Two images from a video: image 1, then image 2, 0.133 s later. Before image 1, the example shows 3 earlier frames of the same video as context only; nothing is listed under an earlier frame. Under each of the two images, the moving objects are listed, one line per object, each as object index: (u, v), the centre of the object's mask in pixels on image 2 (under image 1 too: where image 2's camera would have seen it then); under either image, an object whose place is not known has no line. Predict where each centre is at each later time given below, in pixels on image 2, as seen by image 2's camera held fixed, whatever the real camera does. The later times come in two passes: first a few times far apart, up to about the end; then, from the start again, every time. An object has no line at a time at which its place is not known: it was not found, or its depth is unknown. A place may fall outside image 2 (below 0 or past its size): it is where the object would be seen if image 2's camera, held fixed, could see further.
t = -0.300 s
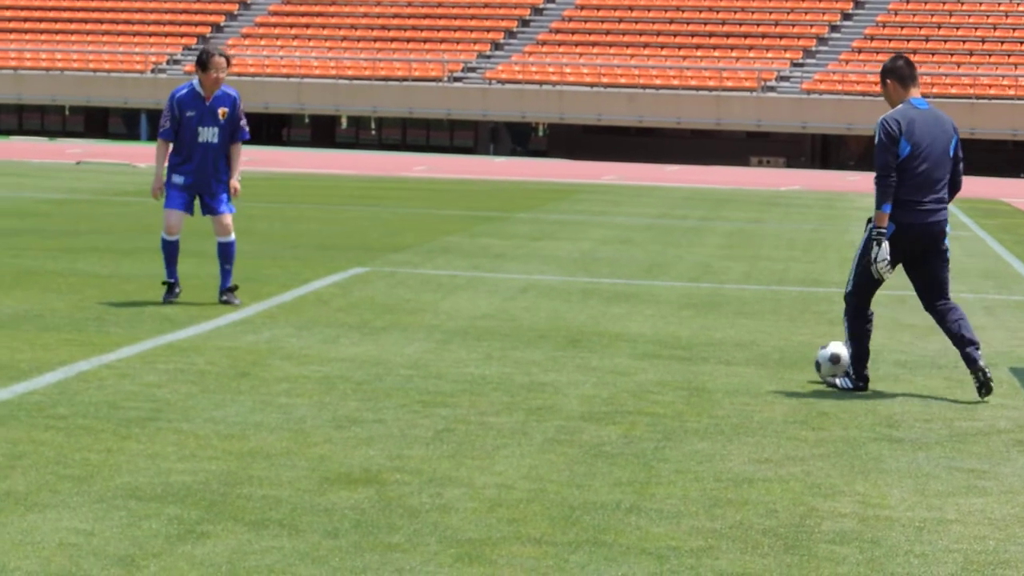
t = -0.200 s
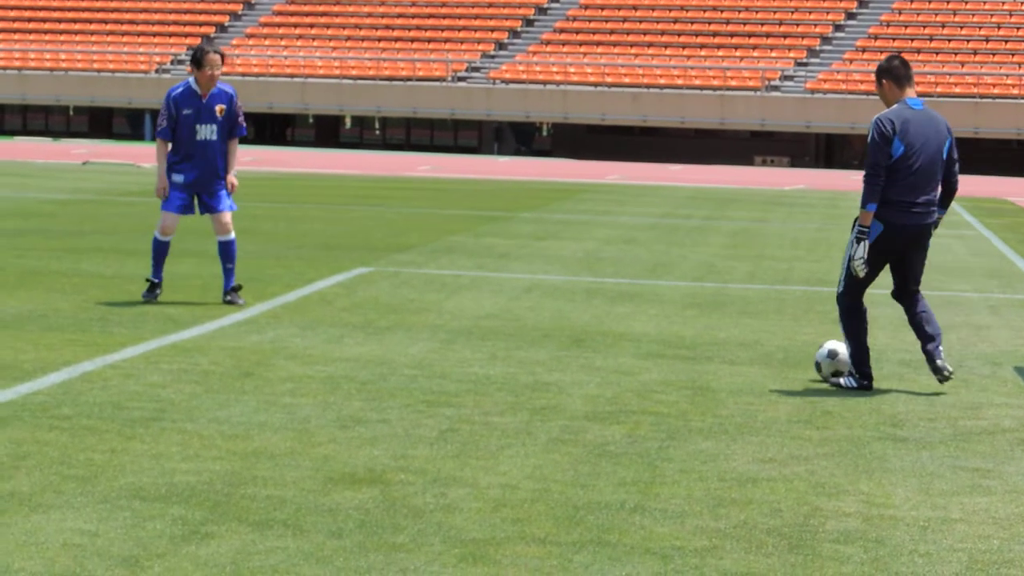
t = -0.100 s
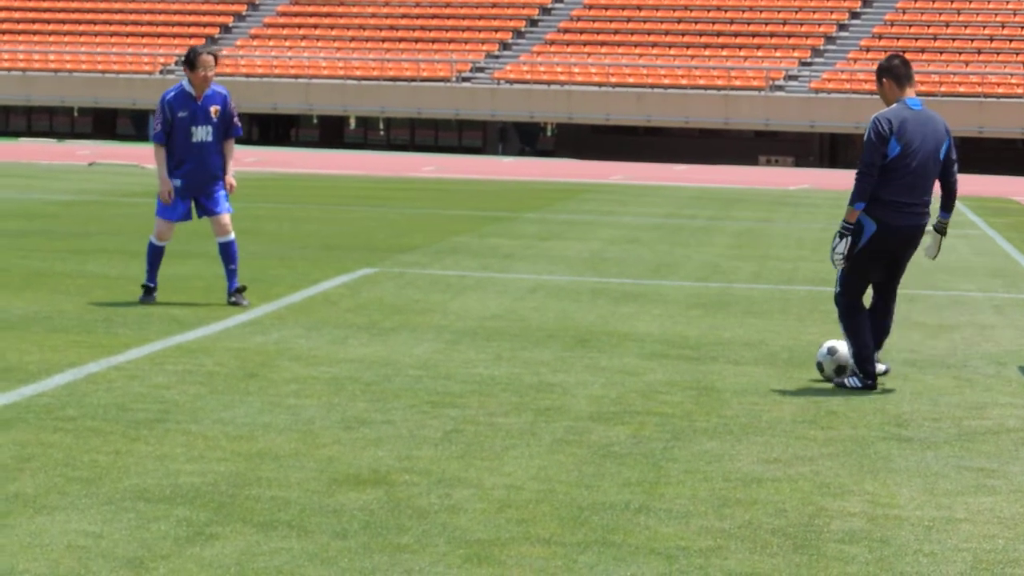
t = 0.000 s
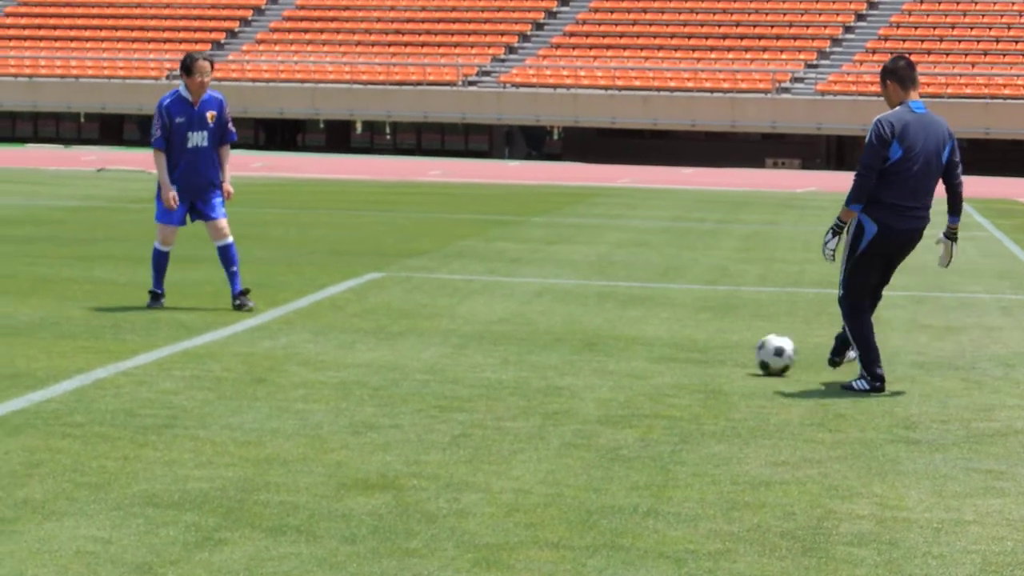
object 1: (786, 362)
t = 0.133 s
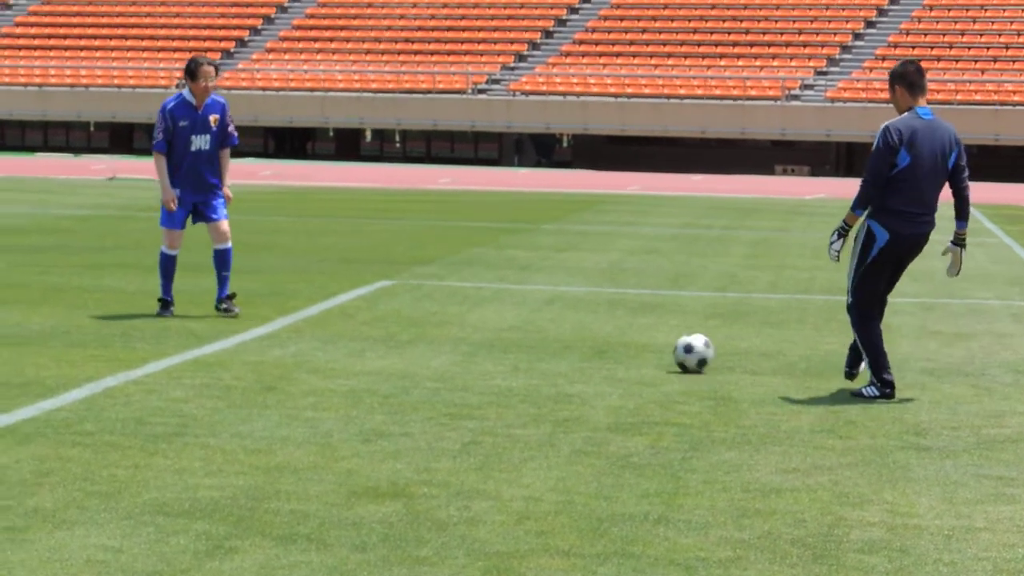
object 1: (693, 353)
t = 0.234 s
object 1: (637, 349)
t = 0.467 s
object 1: (532, 339)
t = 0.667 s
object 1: (453, 331)
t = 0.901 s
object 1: (372, 321)
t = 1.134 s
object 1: (300, 313)
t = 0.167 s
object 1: (674, 351)
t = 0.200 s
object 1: (655, 349)
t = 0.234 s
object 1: (637, 349)
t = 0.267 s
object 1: (621, 347)
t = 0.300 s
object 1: (605, 346)
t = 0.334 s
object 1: (590, 344)
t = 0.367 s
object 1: (575, 343)
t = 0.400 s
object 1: (560, 342)
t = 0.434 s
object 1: (546, 341)
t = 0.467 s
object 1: (532, 339)
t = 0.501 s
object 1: (518, 338)
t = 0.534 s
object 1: (505, 336)
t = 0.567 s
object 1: (491, 335)
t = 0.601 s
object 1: (479, 333)
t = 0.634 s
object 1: (466, 332)
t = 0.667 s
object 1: (453, 331)
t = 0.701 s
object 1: (441, 330)
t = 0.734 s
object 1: (429, 329)
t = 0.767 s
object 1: (417, 327)
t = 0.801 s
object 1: (406, 325)
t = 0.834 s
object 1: (394, 324)
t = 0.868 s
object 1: (383, 323)
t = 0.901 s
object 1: (372, 321)
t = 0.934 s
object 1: (361, 320)
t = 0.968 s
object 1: (350, 319)
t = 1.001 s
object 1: (340, 317)
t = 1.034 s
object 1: (330, 316)
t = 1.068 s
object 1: (319, 316)
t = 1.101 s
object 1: (309, 314)
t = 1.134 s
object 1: (300, 313)
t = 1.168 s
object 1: (290, 312)
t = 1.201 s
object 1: (280, 311)
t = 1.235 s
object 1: (271, 309)
